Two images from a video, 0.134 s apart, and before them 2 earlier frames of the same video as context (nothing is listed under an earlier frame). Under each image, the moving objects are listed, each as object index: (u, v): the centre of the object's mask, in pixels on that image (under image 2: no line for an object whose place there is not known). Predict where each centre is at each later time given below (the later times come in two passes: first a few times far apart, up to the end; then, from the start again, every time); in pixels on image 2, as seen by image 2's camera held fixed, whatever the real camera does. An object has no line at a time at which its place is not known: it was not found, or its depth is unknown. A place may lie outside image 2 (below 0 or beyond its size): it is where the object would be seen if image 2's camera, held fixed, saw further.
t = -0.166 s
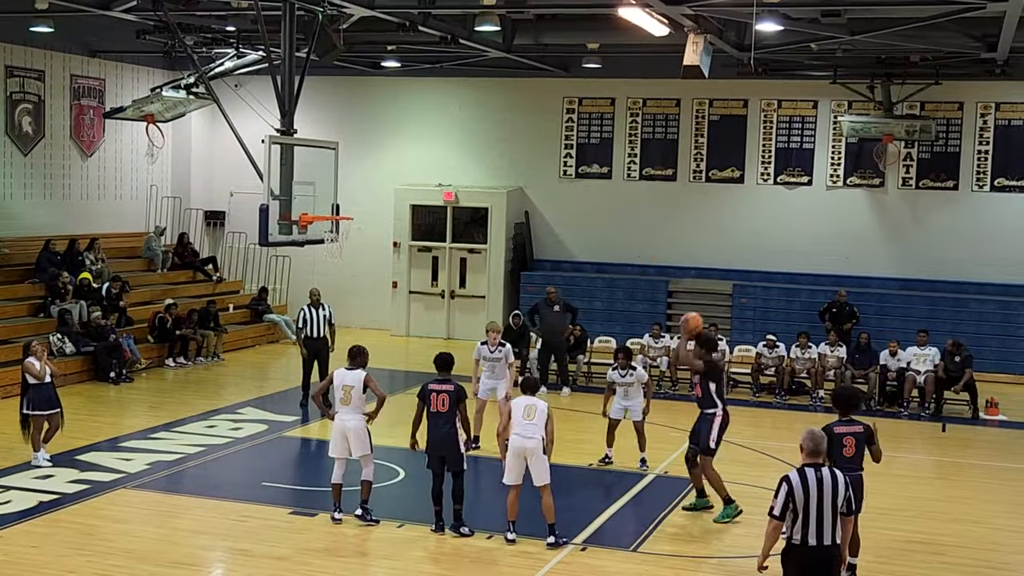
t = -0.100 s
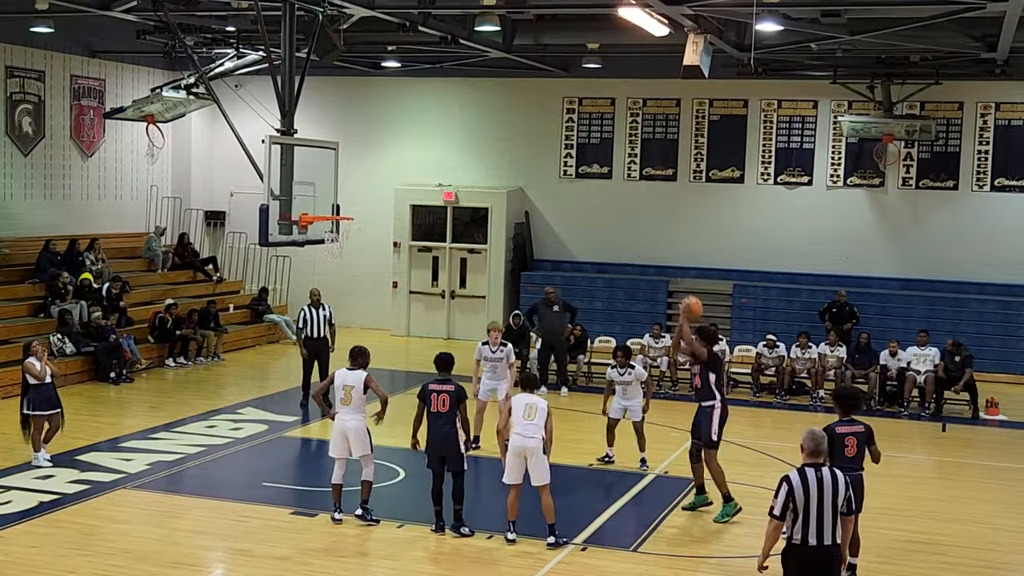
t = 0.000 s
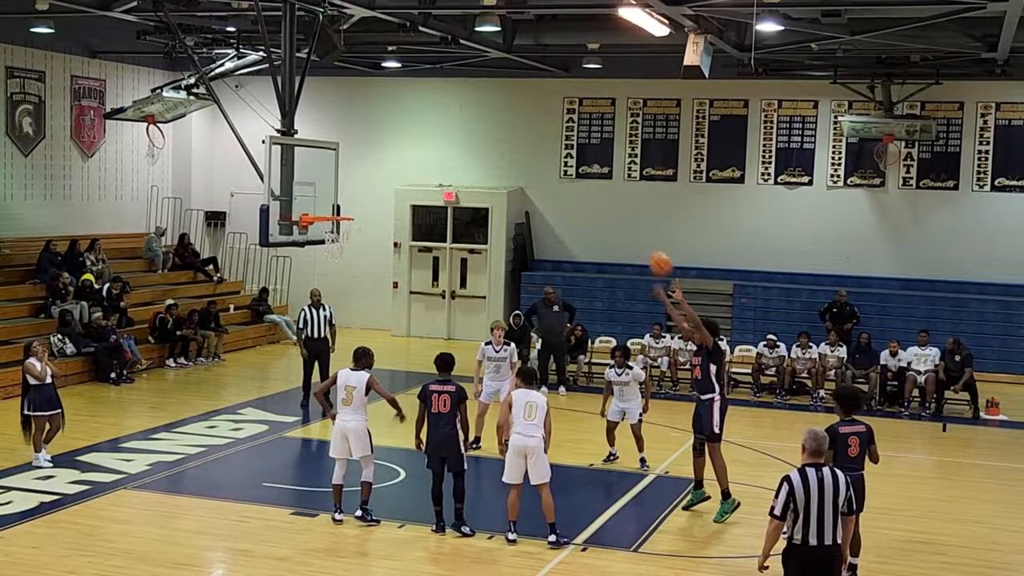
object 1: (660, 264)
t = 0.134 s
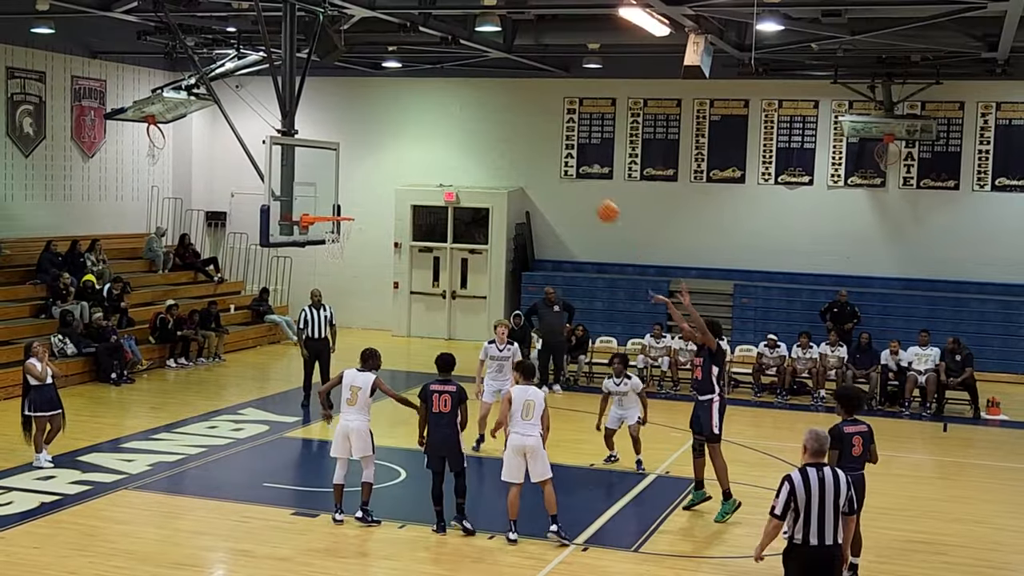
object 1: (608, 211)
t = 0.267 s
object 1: (553, 176)
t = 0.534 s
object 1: (452, 154)
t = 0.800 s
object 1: (355, 190)
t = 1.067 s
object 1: (348, 234)
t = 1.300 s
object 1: (336, 244)
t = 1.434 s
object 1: (327, 269)
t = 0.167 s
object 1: (594, 201)
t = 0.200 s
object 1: (580, 192)
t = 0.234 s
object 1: (567, 184)
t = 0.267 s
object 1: (553, 176)
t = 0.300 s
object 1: (541, 170)
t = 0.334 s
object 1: (528, 164)
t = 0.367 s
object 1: (516, 160)
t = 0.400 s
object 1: (502, 157)
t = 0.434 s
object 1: (490, 155)
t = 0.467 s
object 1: (477, 154)
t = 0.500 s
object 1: (465, 153)
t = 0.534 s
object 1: (452, 154)
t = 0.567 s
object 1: (440, 155)
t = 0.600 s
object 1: (428, 157)
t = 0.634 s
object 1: (415, 160)
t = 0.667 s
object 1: (403, 164)
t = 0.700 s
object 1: (391, 169)
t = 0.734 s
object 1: (379, 175)
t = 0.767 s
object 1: (367, 182)
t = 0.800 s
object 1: (355, 190)
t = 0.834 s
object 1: (343, 198)
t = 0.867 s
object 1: (332, 207)
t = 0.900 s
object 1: (325, 215)
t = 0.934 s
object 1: (332, 218)
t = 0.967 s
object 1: (338, 222)
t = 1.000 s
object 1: (342, 228)
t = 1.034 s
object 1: (346, 232)
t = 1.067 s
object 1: (348, 234)
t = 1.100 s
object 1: (348, 234)
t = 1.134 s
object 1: (347, 234)
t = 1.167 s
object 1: (344, 233)
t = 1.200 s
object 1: (343, 235)
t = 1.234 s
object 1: (341, 237)
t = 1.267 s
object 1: (338, 241)
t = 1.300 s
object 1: (336, 244)
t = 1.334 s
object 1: (334, 250)
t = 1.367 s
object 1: (331, 255)
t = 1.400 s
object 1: (329, 262)
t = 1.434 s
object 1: (327, 269)
